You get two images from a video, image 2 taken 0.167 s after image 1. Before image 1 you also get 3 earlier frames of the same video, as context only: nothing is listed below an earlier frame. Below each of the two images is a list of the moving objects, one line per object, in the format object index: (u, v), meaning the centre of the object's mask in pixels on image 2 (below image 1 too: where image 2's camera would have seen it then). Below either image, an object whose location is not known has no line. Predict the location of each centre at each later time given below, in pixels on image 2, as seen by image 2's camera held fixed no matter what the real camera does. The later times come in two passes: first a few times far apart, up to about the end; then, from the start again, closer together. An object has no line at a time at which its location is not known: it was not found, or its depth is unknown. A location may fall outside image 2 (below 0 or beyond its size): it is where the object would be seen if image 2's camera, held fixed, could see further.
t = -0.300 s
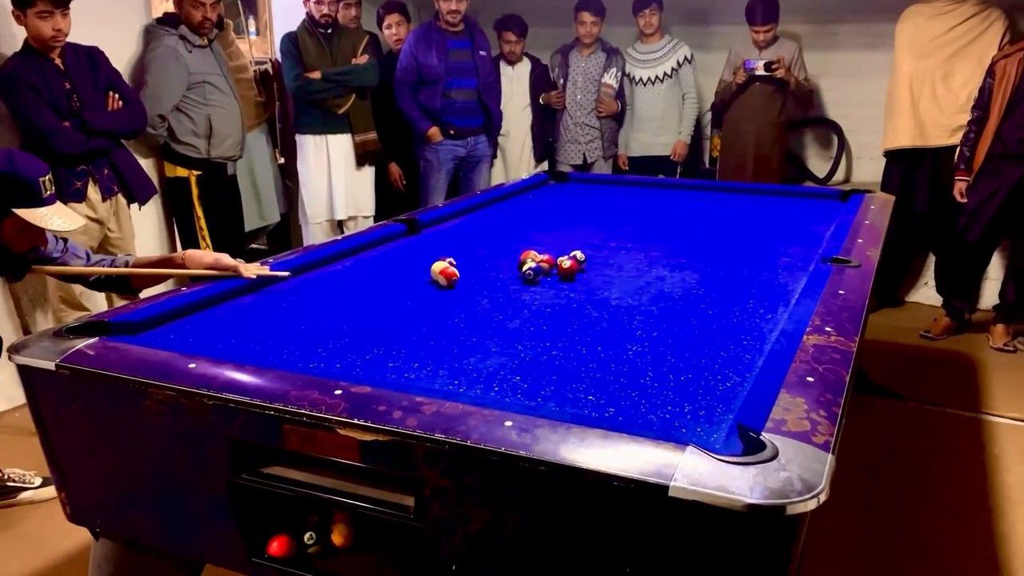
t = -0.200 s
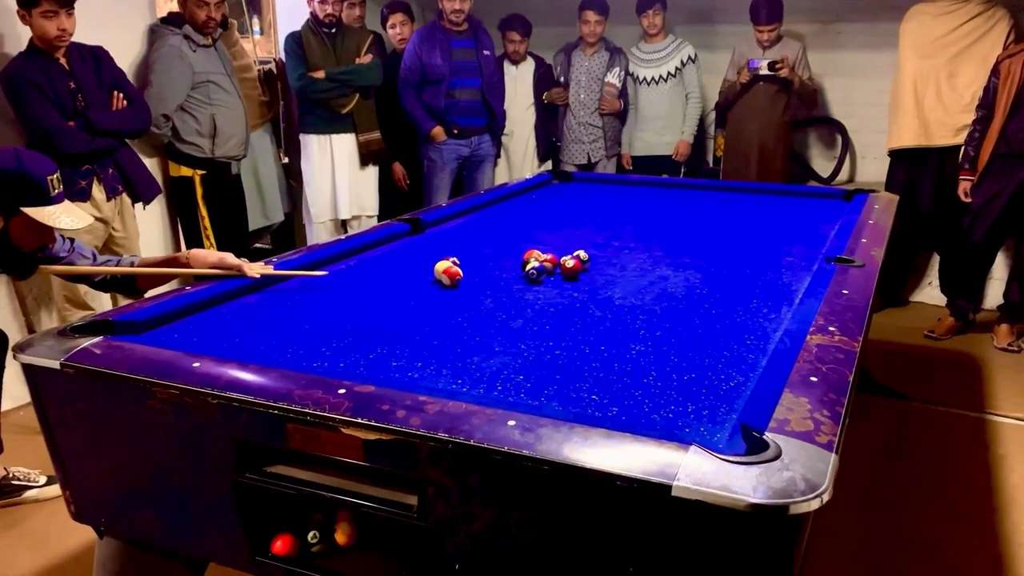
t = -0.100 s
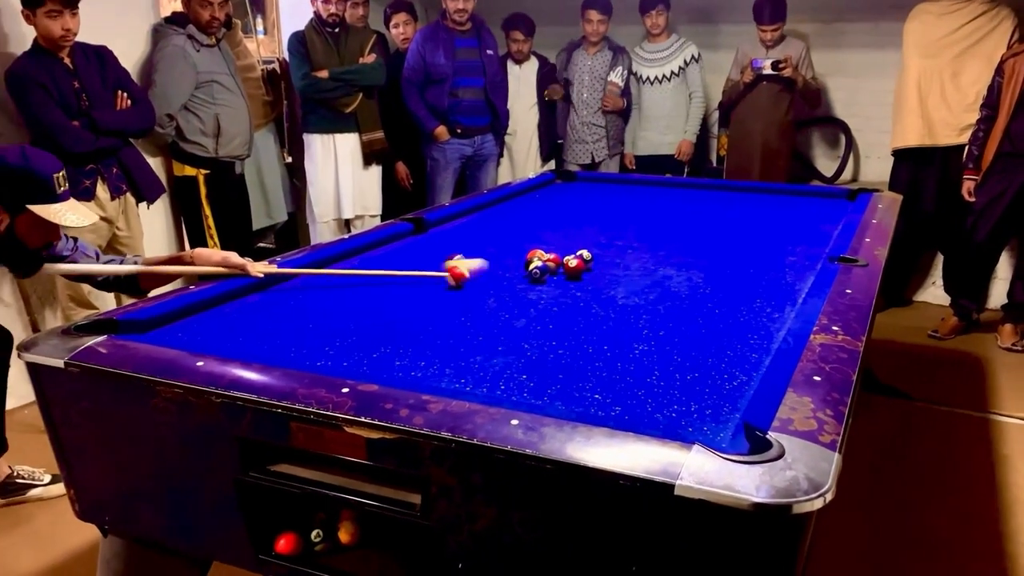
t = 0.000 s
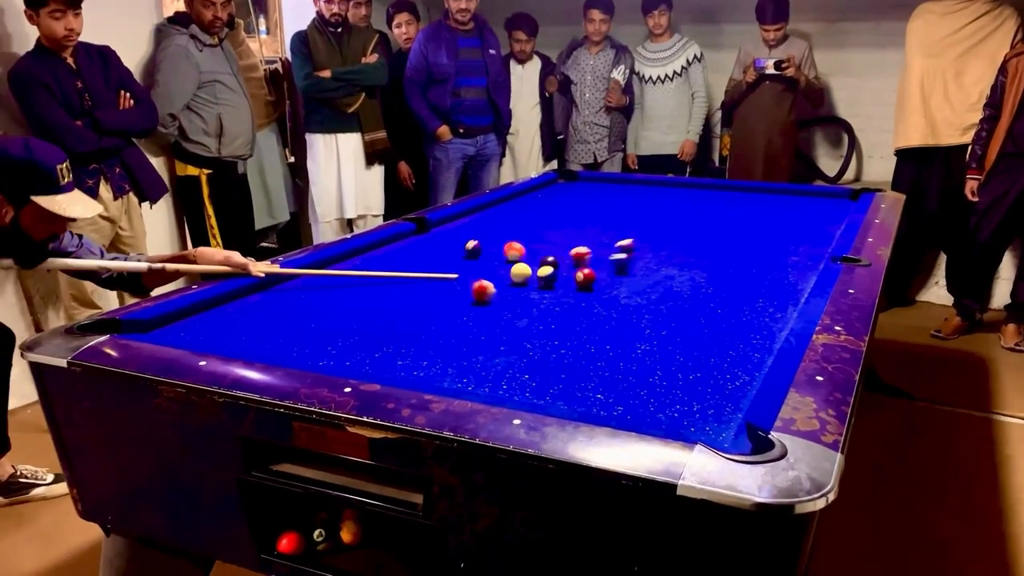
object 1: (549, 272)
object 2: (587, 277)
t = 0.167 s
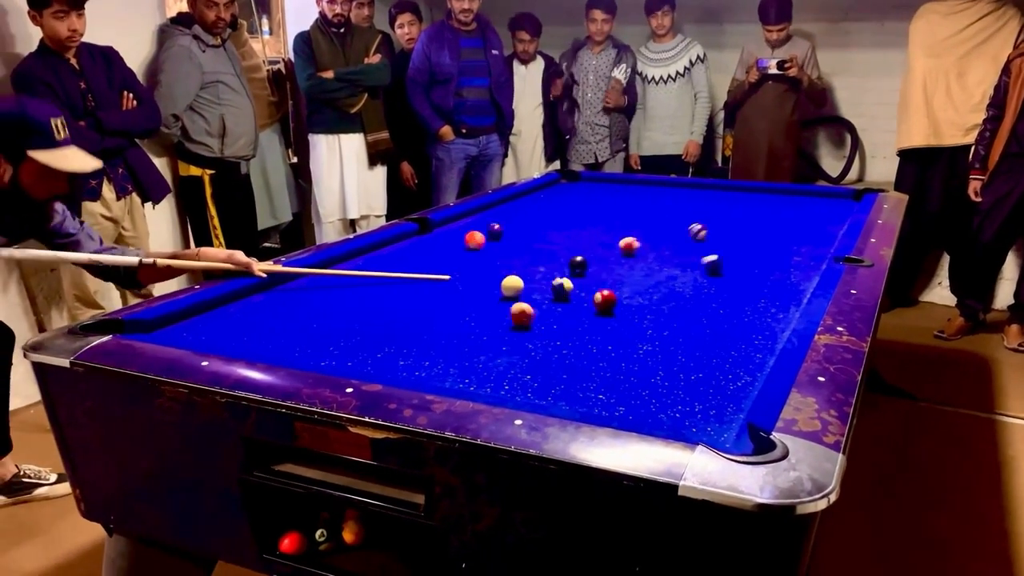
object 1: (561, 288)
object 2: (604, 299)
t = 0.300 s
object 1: (571, 296)
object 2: (620, 320)
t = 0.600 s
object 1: (598, 320)
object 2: (666, 373)
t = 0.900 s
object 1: (628, 347)
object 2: (722, 440)
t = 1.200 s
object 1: (662, 377)
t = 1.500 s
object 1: (703, 411)
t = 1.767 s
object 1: (738, 446)
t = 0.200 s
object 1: (564, 291)
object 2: (608, 303)
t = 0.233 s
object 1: (565, 293)
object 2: (612, 309)
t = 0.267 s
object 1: (568, 295)
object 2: (616, 314)
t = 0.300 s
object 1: (571, 296)
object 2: (620, 320)
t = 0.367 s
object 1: (577, 303)
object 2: (629, 330)
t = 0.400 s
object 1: (580, 305)
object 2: (634, 336)
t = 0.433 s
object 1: (583, 307)
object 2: (638, 342)
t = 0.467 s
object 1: (586, 311)
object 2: (644, 348)
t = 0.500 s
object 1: (588, 313)
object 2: (649, 355)
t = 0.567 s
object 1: (594, 317)
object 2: (660, 367)
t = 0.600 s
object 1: (598, 320)
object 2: (666, 373)
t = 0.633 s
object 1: (601, 324)
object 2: (673, 380)
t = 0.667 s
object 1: (604, 327)
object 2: (679, 386)
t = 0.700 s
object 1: (607, 329)
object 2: (684, 394)
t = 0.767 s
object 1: (614, 335)
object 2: (699, 414)
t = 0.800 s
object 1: (616, 338)
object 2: (707, 424)
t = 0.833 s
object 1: (620, 341)
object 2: (716, 433)
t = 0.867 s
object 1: (624, 344)
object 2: (724, 440)
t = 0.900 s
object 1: (628, 347)
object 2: (722, 440)
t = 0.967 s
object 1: (636, 354)
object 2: (724, 444)
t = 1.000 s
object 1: (639, 356)
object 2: (731, 450)
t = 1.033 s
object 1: (643, 361)
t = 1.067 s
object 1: (647, 365)
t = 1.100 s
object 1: (650, 366)
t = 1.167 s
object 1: (658, 373)
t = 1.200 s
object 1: (662, 377)
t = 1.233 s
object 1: (667, 381)
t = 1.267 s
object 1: (671, 386)
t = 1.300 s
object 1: (676, 388)
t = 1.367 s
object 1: (685, 395)
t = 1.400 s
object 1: (689, 398)
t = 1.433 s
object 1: (693, 403)
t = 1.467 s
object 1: (698, 408)
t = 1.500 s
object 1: (703, 411)
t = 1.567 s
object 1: (713, 419)
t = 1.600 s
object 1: (719, 424)
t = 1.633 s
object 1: (724, 428)
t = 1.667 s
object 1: (730, 433)
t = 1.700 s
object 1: (735, 436)
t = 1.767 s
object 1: (738, 446)
